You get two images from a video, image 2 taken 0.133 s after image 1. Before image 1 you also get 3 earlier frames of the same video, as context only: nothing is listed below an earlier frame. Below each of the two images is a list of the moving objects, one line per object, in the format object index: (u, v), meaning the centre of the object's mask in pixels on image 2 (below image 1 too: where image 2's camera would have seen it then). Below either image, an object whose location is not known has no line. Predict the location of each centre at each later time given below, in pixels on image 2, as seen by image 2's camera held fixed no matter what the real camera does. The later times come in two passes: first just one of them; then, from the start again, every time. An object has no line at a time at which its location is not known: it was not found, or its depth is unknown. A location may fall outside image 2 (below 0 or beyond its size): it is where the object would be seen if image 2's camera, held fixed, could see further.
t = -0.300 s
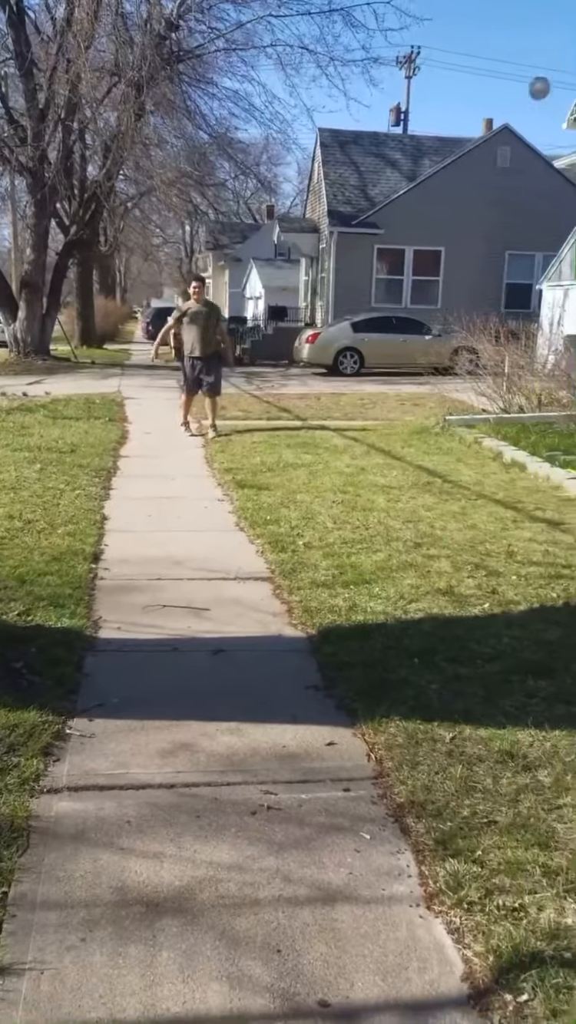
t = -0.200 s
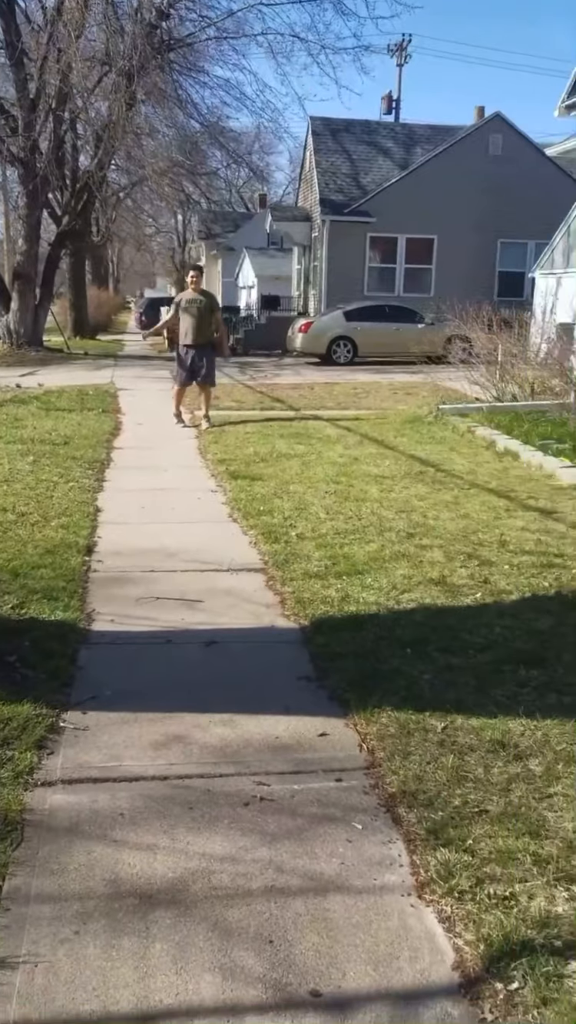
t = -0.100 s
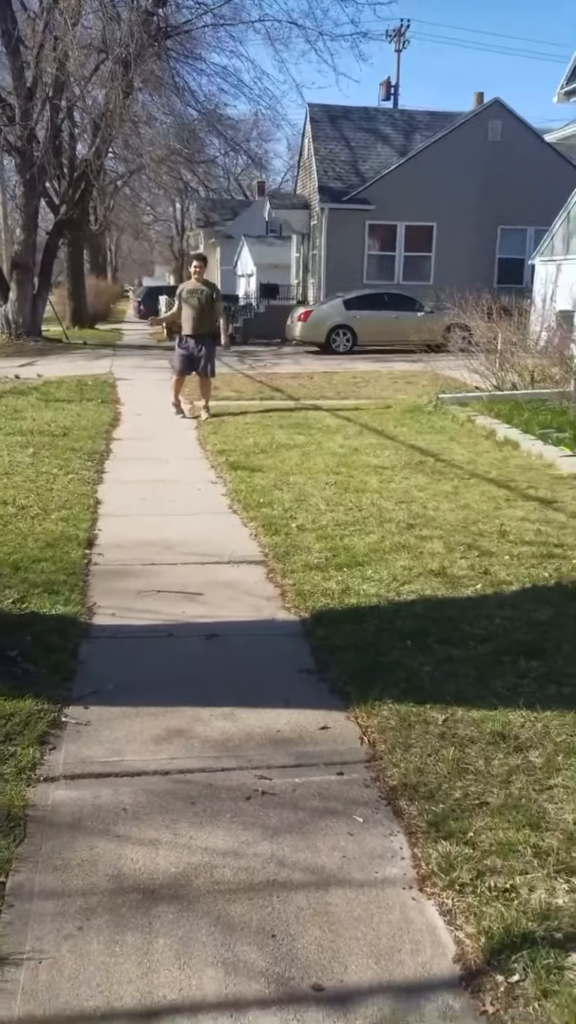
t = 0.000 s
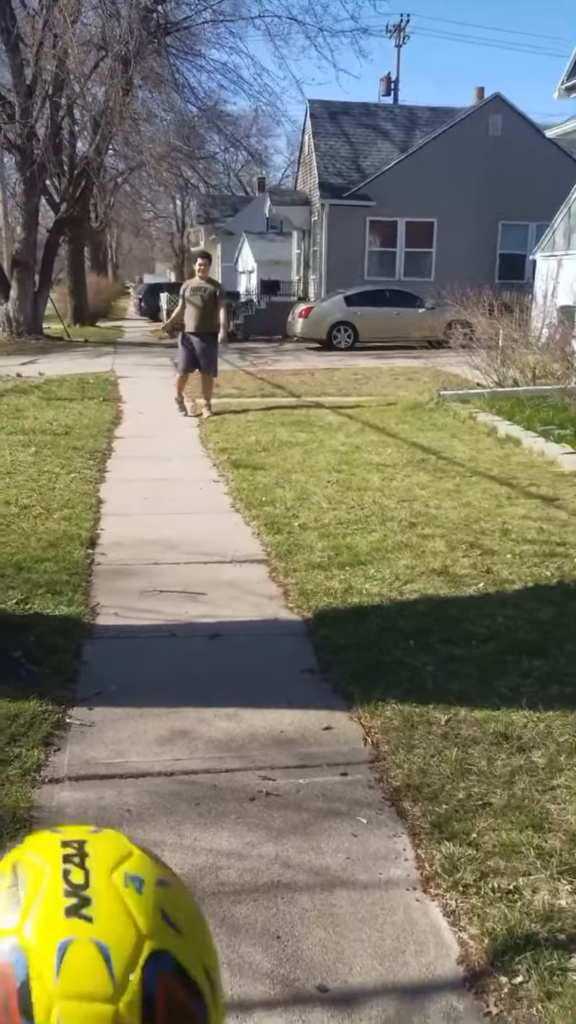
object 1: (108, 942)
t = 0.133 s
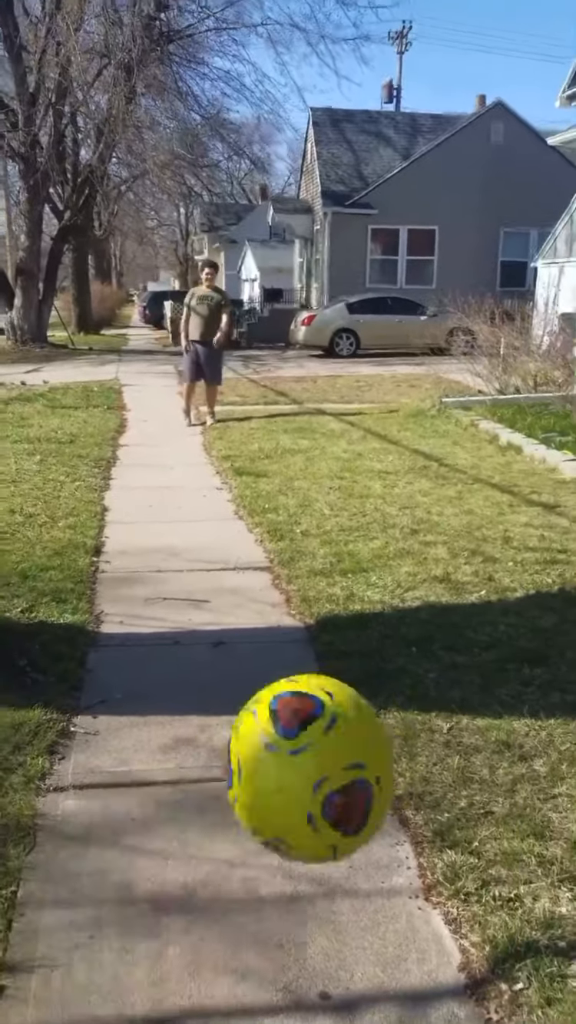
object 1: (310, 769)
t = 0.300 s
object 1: (411, 768)
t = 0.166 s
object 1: (339, 754)
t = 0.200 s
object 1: (361, 748)
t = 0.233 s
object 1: (380, 749)
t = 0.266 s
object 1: (397, 756)
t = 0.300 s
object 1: (411, 768)
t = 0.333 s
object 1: (423, 783)
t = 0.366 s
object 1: (432, 799)
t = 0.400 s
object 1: (441, 818)
